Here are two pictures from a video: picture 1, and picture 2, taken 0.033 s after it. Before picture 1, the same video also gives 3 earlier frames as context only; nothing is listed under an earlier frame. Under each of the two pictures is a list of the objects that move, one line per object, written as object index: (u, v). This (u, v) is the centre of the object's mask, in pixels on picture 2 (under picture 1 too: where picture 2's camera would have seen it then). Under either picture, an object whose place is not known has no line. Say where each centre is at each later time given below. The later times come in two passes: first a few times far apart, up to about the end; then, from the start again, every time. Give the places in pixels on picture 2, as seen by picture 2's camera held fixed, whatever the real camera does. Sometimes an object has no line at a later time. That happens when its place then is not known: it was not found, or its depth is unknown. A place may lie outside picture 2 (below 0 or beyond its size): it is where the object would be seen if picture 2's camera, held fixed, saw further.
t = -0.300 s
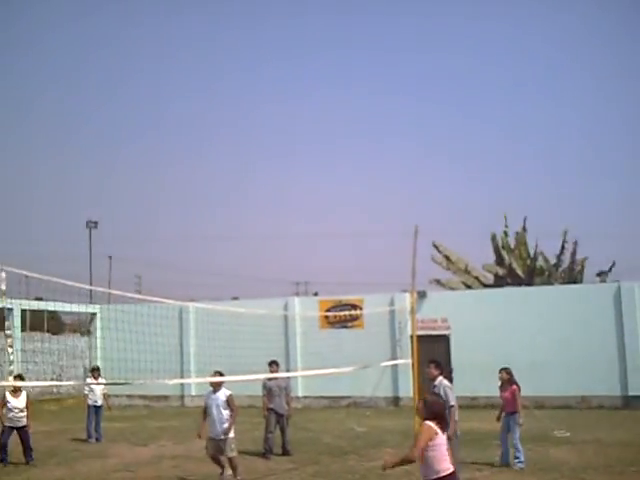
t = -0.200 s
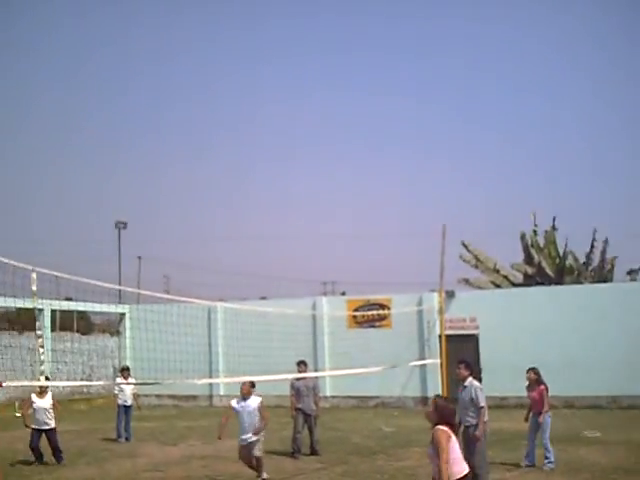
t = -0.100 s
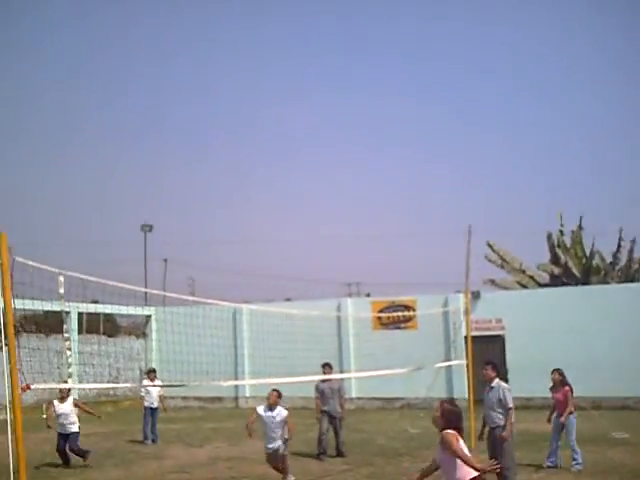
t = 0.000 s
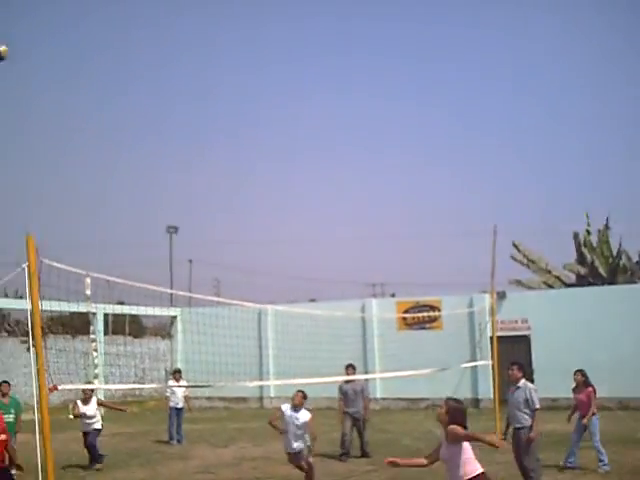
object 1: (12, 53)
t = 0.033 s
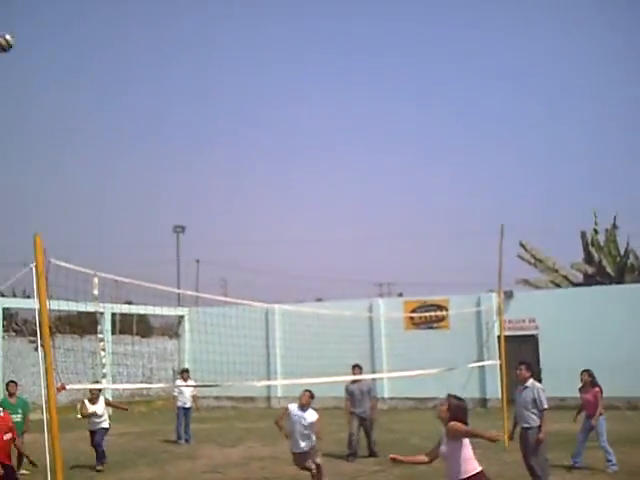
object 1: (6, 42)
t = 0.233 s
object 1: (-8, 2)
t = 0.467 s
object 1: (-23, -5)
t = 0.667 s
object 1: (-42, 38)
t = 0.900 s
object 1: (-64, 151)
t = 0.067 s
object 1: (3, 32)
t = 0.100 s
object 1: (0, 25)
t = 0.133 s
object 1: (-3, 21)
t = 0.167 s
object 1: (-4, 12)
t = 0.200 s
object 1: (-7, 6)
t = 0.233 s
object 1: (-8, 2)
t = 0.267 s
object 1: (-9, 0)
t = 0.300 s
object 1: (-12, -1)
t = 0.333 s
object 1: (-15, -3)
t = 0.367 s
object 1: (-15, -5)
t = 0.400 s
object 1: (-18, -5)
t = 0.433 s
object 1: (-21, -5)
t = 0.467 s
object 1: (-23, -5)
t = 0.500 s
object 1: (-25, 0)
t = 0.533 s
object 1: (-29, 7)
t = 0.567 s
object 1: (-35, 10)
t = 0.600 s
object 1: (-37, 17)
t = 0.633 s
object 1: (-38, 27)
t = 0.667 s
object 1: (-42, 38)
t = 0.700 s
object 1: (-45, 49)
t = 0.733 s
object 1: (-51, 62)
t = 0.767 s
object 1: (-53, 79)
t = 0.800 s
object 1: (-53, 98)
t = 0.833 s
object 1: (-57, 115)
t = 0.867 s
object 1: (-62, 132)
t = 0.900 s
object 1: (-64, 151)
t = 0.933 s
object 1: (-62, 176)
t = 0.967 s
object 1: (-62, 200)
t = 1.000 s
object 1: (-66, 226)
